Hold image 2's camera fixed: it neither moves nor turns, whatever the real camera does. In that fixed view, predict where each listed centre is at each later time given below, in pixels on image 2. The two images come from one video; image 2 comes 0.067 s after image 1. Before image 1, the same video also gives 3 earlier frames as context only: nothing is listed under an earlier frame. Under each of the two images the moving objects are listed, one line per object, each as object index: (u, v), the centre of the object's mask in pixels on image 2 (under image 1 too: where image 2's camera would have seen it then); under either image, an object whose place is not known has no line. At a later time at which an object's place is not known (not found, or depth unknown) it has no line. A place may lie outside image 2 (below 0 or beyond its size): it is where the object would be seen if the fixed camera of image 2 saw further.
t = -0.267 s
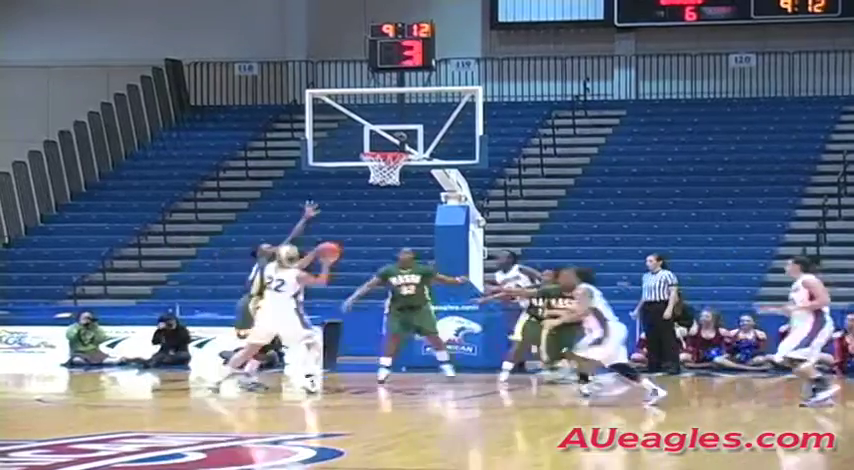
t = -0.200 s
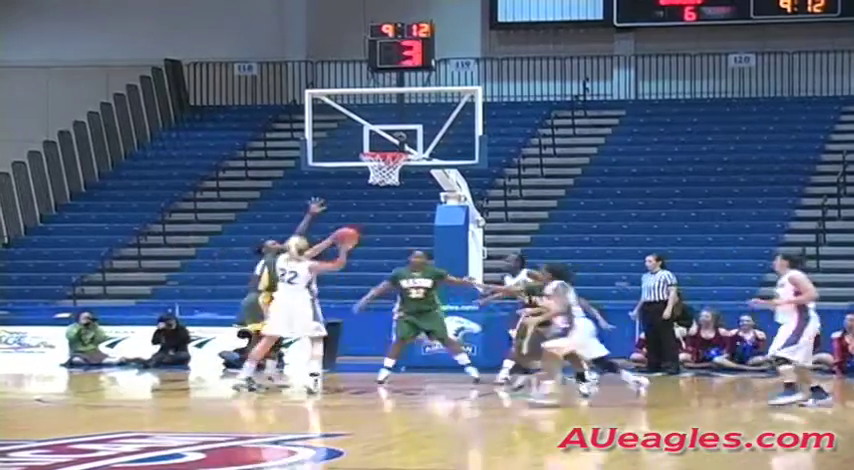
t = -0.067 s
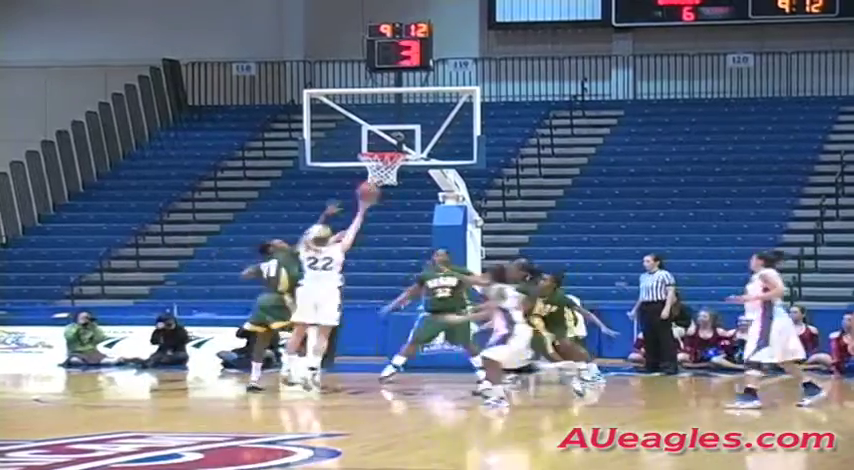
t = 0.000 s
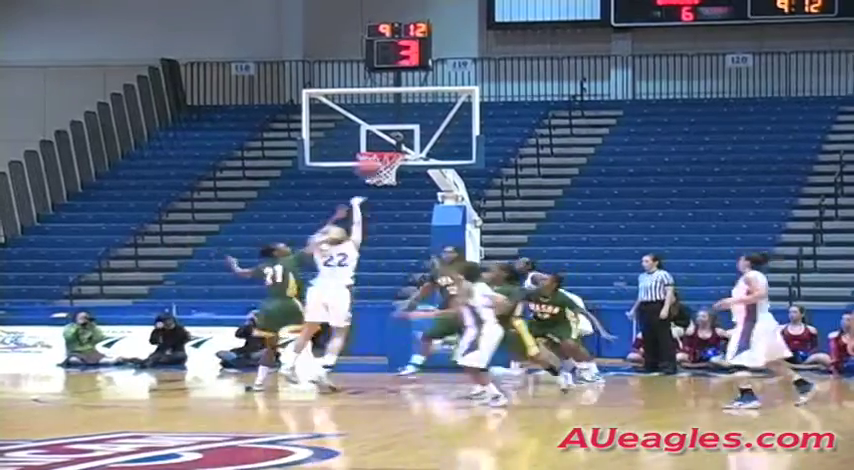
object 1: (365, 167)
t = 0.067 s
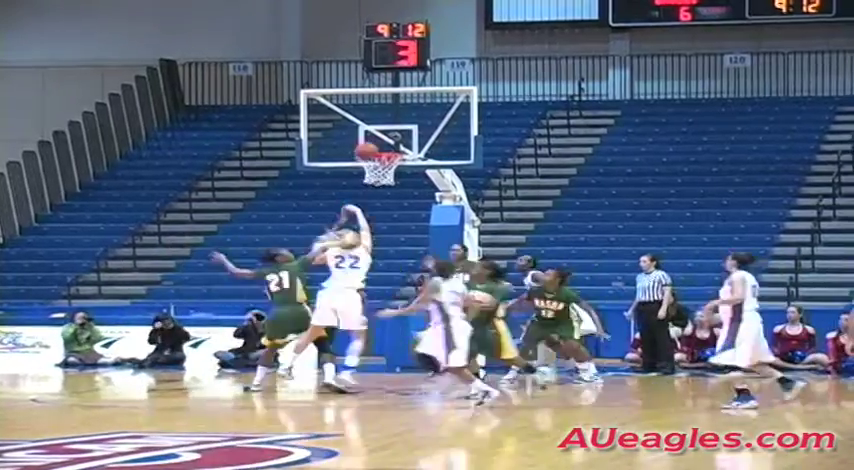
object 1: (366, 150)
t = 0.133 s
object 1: (367, 135)
